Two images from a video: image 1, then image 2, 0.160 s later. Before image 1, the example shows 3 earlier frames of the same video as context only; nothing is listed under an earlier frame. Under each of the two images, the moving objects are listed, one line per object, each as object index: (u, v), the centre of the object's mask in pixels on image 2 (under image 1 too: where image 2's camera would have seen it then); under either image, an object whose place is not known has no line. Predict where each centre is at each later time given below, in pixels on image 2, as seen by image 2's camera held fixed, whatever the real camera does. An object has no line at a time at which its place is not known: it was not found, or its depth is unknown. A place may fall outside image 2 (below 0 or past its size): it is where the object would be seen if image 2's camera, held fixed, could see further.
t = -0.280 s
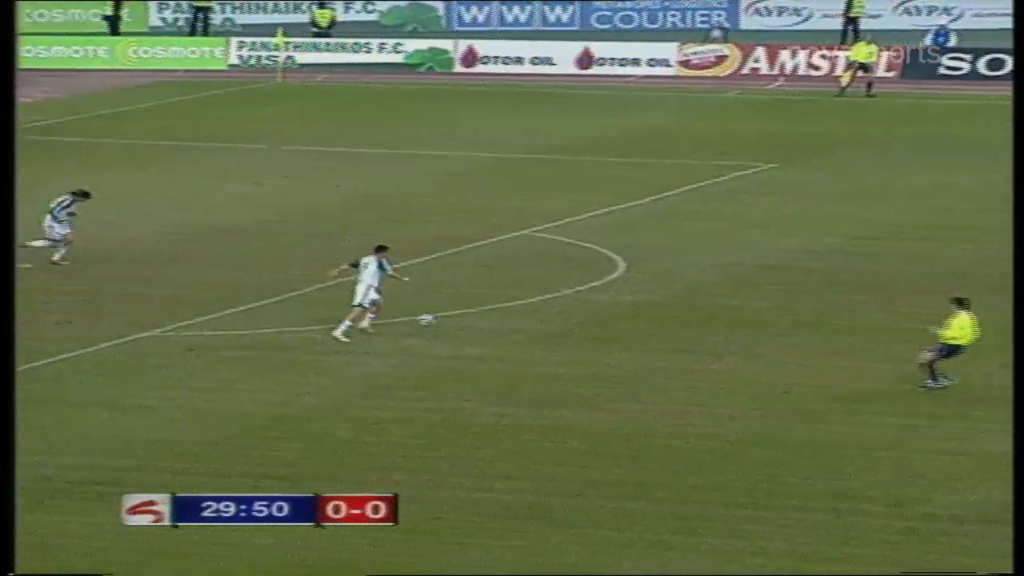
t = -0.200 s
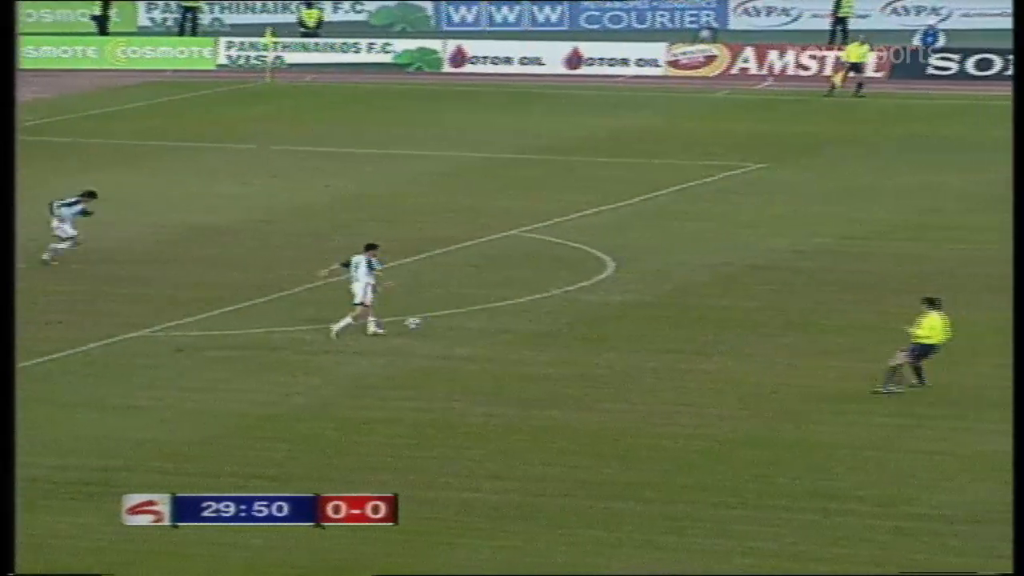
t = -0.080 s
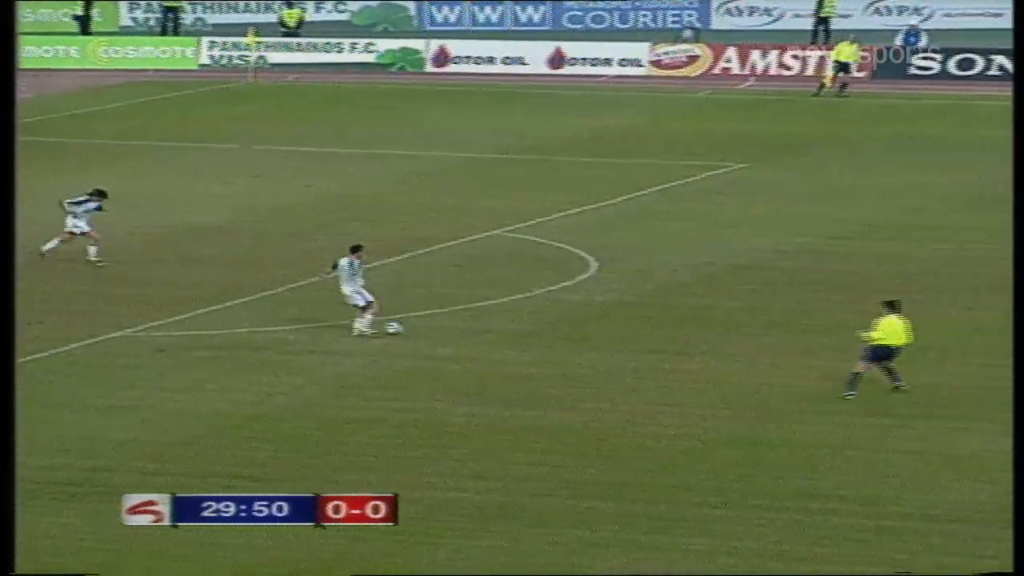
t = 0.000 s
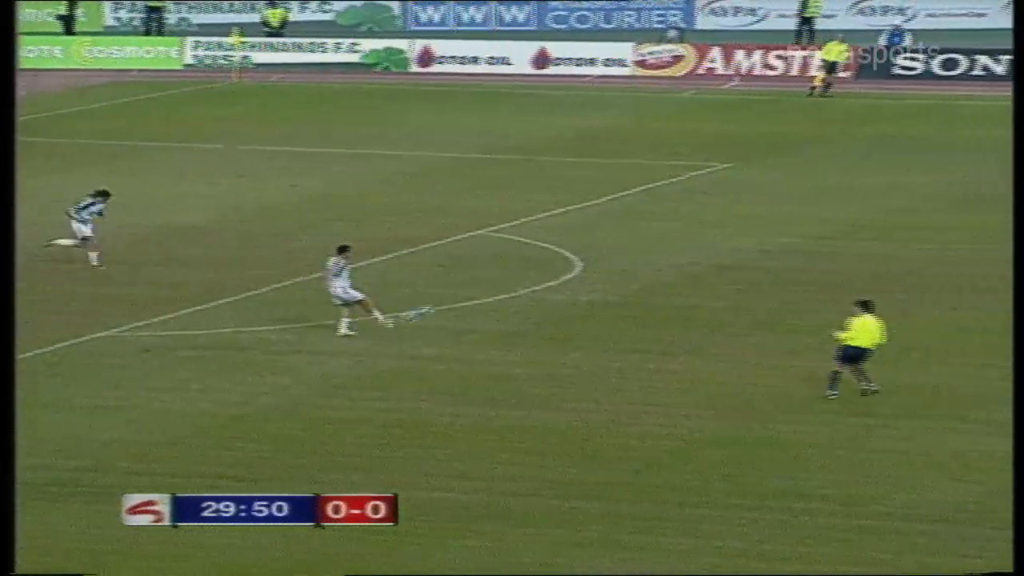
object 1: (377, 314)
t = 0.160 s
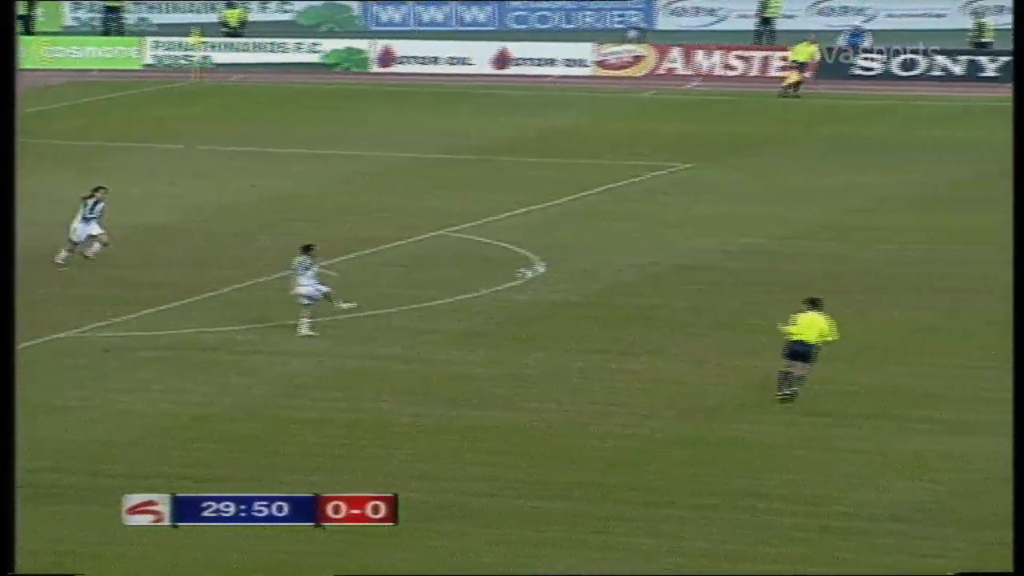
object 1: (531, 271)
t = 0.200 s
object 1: (571, 262)
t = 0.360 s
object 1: (713, 239)
